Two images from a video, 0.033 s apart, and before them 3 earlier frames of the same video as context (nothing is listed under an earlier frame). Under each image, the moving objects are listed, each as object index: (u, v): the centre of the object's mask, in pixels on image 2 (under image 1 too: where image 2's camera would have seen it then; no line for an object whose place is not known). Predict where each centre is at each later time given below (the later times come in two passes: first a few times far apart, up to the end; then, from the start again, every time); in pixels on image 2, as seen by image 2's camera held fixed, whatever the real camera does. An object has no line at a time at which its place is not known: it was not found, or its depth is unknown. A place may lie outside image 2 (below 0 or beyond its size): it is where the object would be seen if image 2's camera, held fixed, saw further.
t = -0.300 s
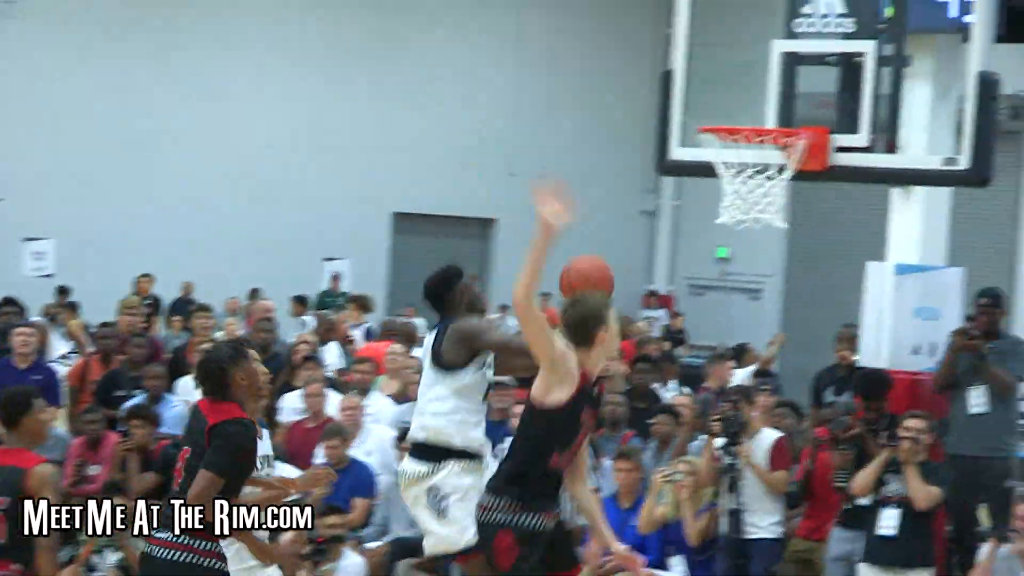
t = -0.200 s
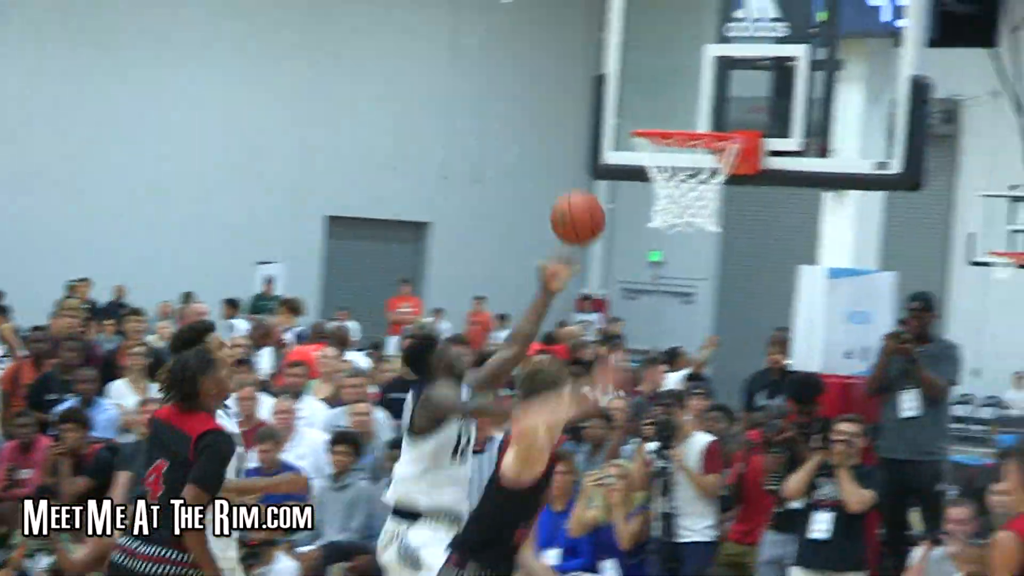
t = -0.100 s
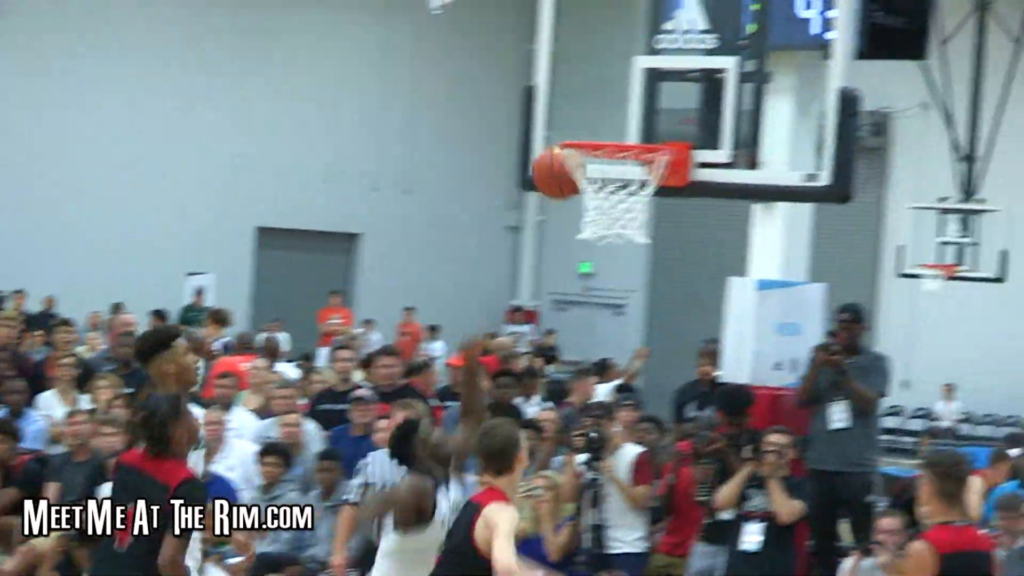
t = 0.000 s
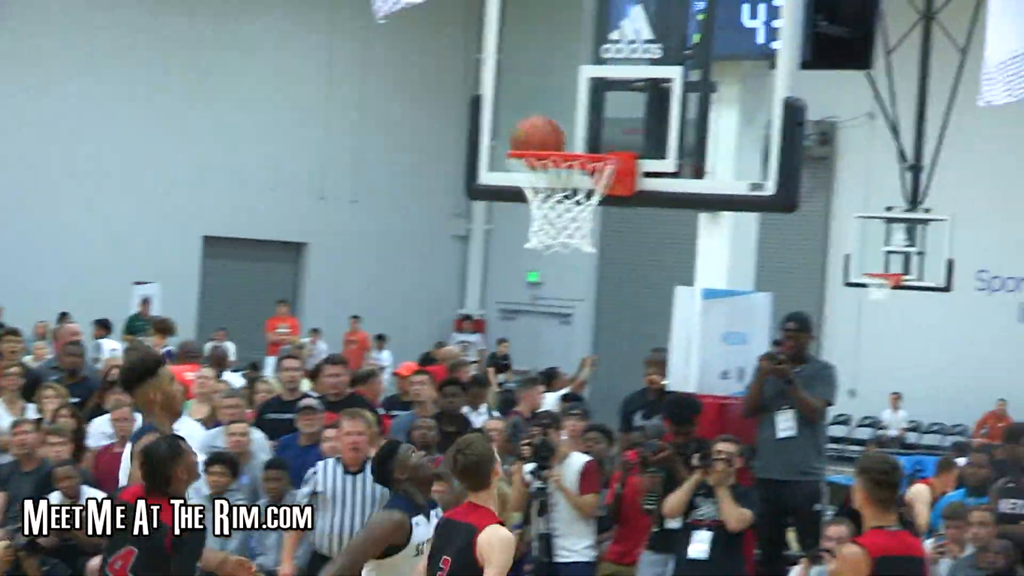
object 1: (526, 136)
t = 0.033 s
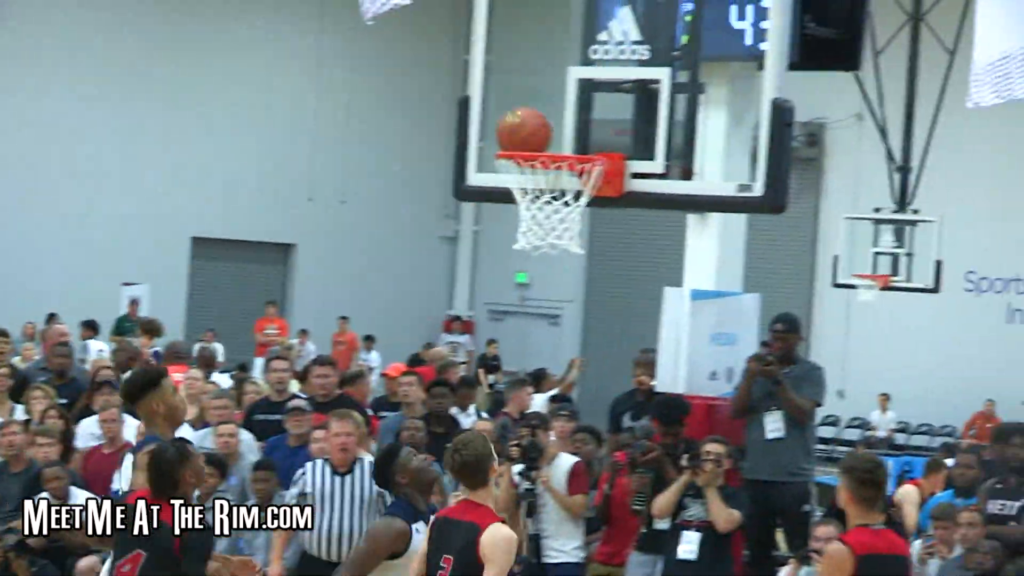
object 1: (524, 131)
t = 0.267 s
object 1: (514, 127)
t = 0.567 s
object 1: (552, 207)
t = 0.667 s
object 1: (559, 244)
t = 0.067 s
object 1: (522, 127)
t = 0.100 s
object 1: (519, 124)
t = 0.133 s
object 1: (517, 122)
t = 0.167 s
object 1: (514, 123)
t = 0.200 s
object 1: (512, 125)
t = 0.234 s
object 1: (511, 127)
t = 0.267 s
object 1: (514, 127)
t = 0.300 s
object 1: (516, 128)
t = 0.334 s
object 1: (519, 131)
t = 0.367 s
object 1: (523, 134)
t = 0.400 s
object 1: (529, 137)
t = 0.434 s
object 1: (533, 152)
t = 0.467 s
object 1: (538, 168)
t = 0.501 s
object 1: (543, 180)
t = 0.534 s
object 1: (548, 193)
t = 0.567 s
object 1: (552, 207)
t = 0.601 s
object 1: (555, 219)
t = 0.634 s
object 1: (558, 231)
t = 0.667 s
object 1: (559, 244)
